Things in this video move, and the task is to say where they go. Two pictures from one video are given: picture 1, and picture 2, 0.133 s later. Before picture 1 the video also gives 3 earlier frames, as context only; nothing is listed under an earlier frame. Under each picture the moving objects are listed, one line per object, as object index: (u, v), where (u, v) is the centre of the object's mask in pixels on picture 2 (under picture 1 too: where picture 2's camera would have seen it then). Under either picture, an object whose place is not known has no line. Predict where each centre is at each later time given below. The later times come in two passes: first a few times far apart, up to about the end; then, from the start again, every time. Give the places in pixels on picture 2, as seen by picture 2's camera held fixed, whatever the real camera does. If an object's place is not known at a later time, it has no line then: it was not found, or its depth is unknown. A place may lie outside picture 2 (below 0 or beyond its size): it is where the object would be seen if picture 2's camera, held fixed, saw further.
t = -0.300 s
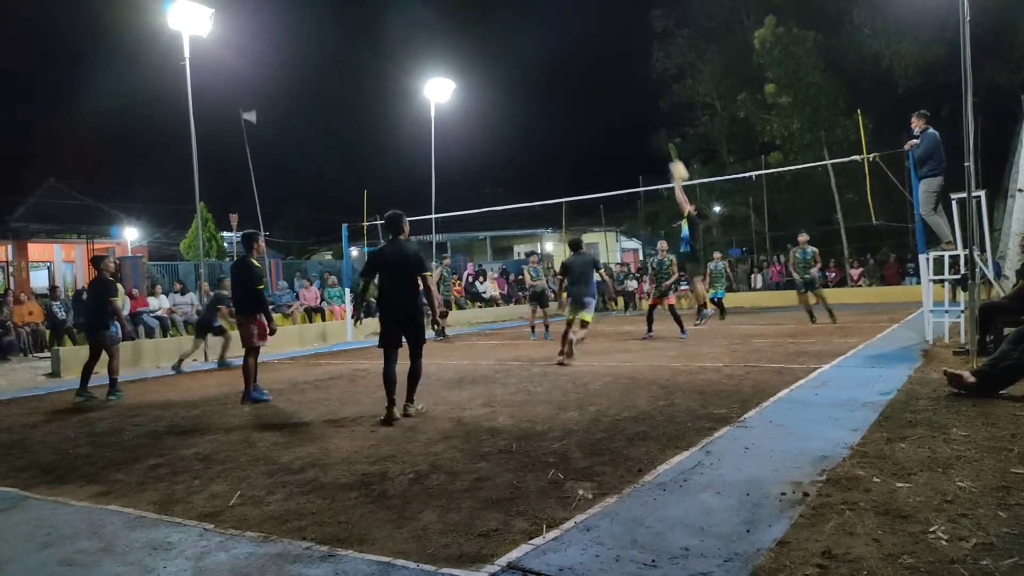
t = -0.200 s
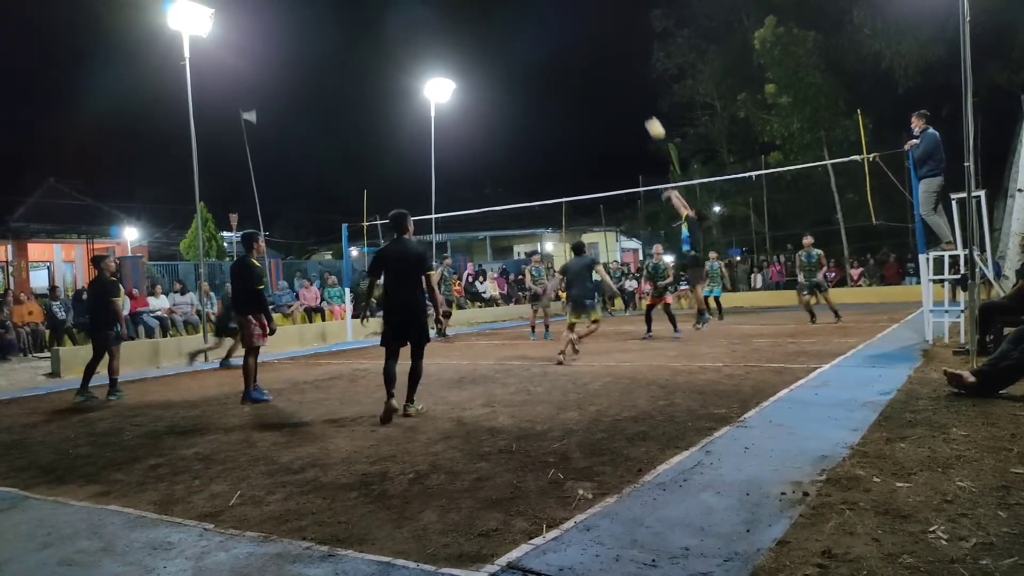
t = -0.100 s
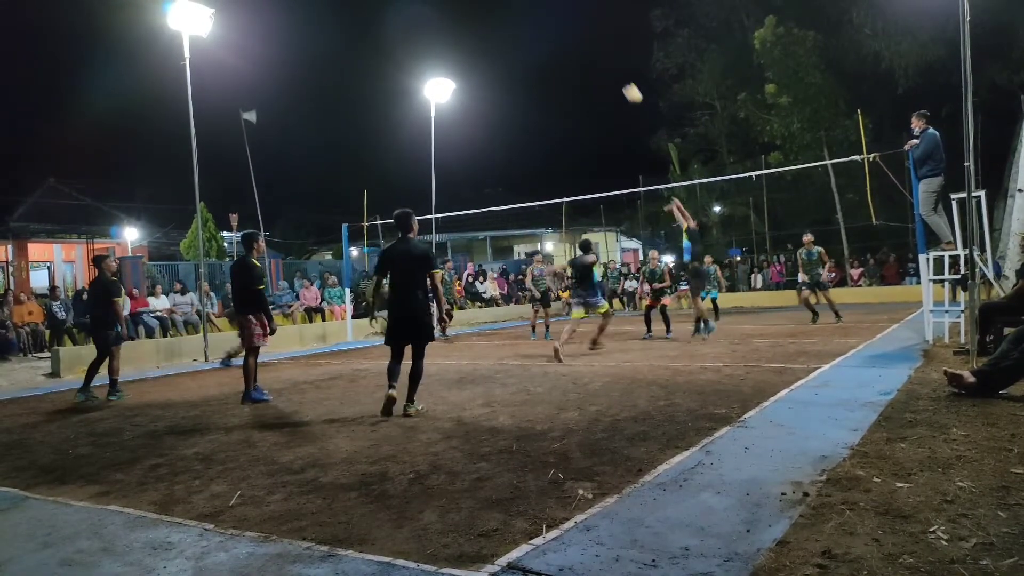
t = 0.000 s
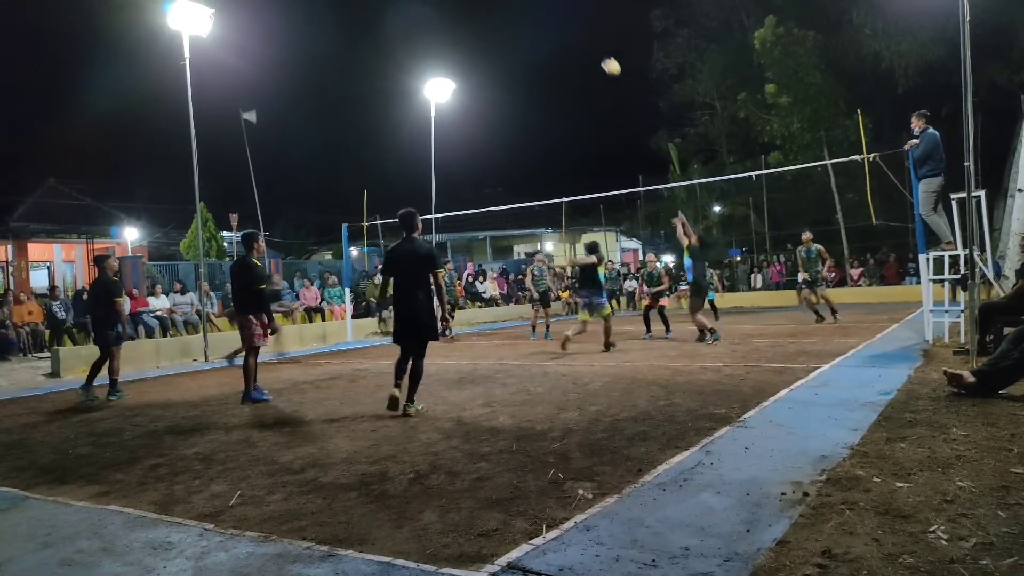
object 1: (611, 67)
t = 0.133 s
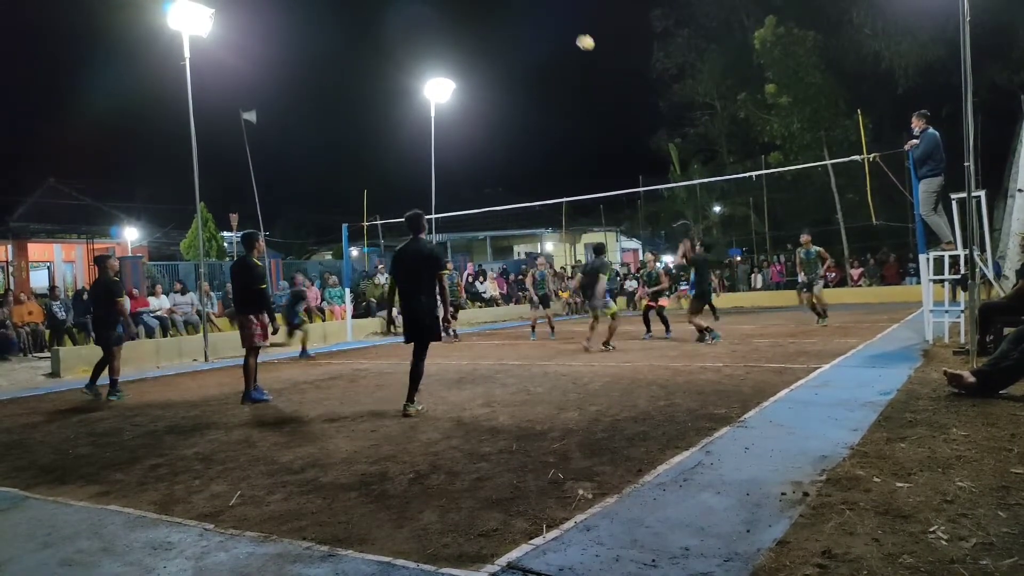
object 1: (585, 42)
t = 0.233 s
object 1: (567, 32)
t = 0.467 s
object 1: (528, 34)
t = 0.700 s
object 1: (494, 67)
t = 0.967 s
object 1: (462, 138)
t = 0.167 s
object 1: (579, 38)
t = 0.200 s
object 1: (573, 35)
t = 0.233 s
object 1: (567, 32)
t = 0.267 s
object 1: (561, 30)
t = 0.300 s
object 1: (555, 29)
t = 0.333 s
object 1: (550, 29)
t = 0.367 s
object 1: (544, 29)
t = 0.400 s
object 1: (539, 30)
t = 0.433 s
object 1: (534, 31)
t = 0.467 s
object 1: (528, 34)
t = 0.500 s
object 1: (523, 37)
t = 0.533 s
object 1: (518, 40)
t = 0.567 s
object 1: (513, 44)
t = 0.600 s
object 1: (509, 49)
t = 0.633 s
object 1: (503, 55)
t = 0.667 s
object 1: (499, 60)
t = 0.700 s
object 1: (494, 67)
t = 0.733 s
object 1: (490, 74)
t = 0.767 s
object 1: (486, 82)
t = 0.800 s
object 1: (481, 90)
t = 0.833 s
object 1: (477, 99)
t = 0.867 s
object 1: (473, 108)
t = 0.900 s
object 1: (469, 117)
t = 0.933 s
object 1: (466, 127)
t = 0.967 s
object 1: (462, 138)
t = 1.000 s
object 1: (458, 150)
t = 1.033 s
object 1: (455, 162)
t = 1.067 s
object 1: (452, 174)
